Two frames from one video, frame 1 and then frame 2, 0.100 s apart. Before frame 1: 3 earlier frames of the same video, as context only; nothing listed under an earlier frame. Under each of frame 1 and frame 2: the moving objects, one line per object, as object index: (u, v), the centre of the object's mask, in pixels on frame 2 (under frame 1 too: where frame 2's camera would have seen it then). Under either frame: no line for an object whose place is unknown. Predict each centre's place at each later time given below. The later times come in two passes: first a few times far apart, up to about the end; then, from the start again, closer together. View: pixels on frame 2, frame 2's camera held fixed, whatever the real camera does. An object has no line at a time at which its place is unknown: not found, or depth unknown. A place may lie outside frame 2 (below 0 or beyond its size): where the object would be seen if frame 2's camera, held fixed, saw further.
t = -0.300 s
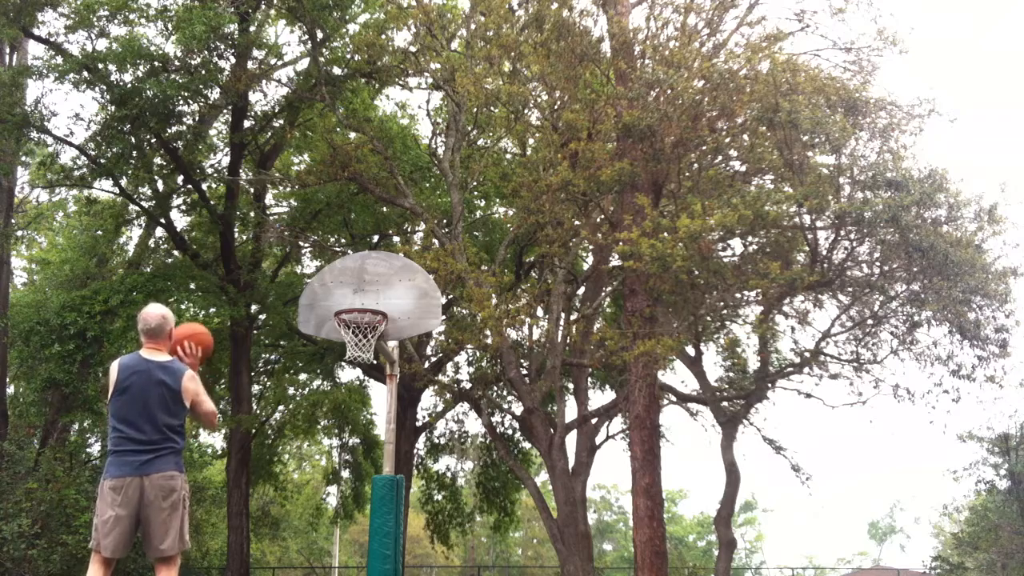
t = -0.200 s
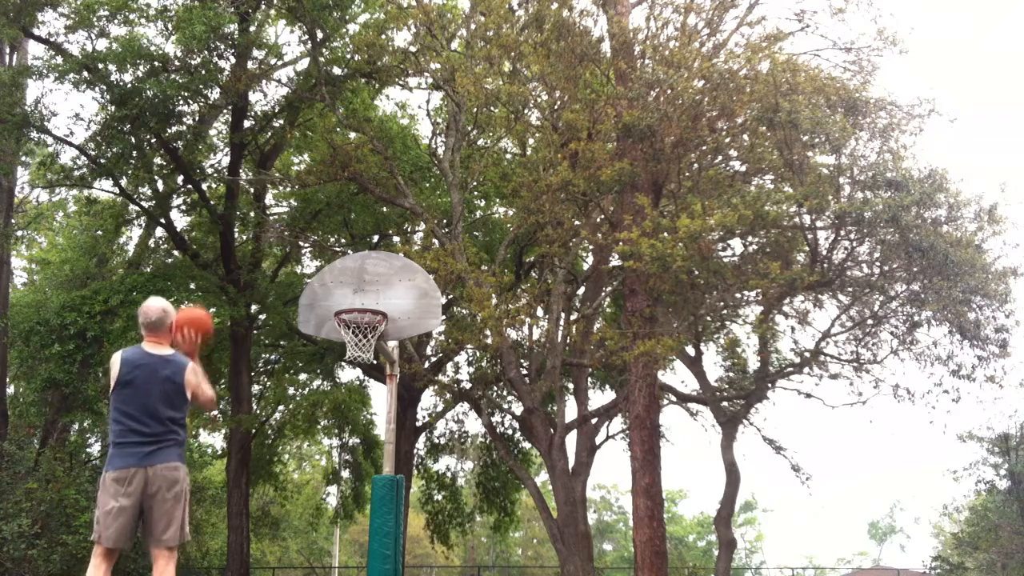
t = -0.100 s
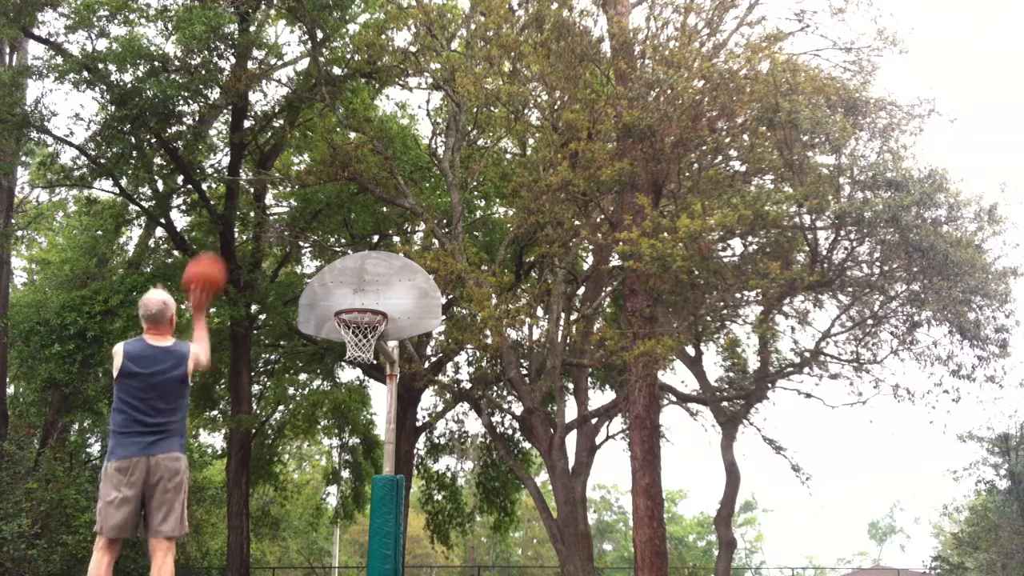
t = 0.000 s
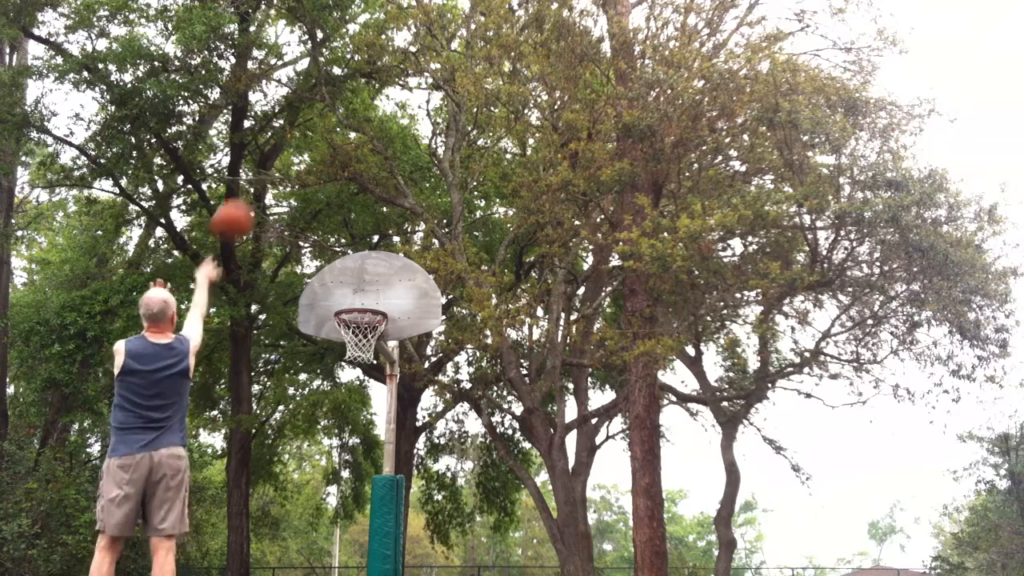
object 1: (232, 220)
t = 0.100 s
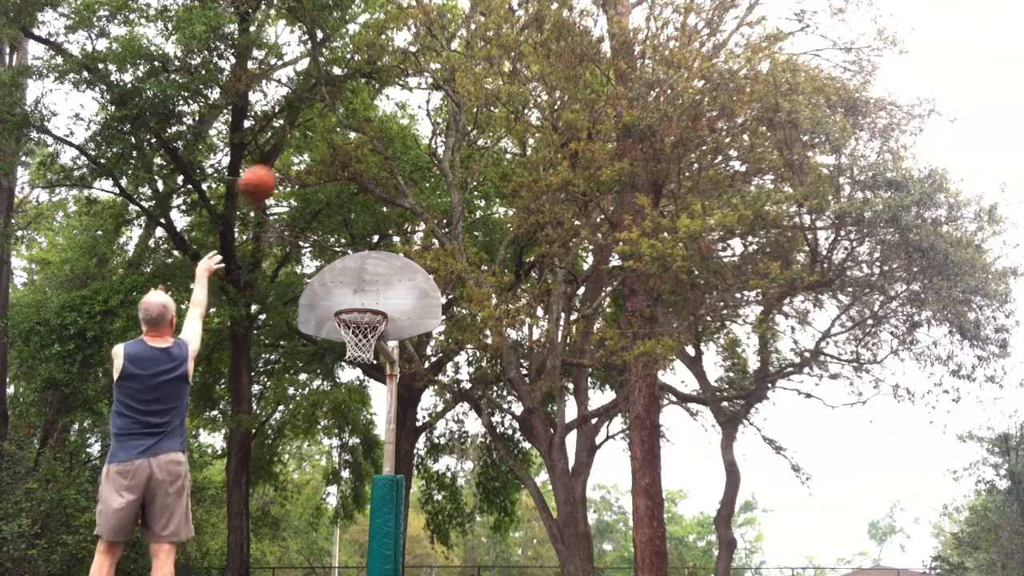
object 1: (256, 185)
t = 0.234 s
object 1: (283, 161)
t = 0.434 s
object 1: (315, 168)
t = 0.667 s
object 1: (341, 224)
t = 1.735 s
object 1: (359, 350)
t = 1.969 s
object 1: (347, 469)
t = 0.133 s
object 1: (264, 175)
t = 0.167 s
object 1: (271, 169)
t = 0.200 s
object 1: (277, 165)
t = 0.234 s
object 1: (283, 161)
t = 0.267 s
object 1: (289, 159)
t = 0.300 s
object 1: (294, 158)
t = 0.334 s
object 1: (299, 158)
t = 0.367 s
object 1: (305, 160)
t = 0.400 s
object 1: (309, 163)
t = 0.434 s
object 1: (315, 168)
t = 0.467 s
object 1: (318, 173)
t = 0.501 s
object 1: (323, 178)
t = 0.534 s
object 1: (326, 185)
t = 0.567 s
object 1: (330, 193)
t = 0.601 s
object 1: (334, 203)
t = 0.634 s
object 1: (337, 214)
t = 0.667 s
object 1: (341, 224)
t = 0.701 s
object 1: (344, 236)
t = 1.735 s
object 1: (359, 350)
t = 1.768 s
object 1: (358, 365)
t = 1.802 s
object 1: (357, 378)
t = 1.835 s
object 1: (354, 394)
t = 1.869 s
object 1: (352, 409)
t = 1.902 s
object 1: (351, 426)
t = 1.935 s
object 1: (349, 450)
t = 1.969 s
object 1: (347, 469)
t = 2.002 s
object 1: (346, 494)
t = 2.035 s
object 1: (342, 518)
